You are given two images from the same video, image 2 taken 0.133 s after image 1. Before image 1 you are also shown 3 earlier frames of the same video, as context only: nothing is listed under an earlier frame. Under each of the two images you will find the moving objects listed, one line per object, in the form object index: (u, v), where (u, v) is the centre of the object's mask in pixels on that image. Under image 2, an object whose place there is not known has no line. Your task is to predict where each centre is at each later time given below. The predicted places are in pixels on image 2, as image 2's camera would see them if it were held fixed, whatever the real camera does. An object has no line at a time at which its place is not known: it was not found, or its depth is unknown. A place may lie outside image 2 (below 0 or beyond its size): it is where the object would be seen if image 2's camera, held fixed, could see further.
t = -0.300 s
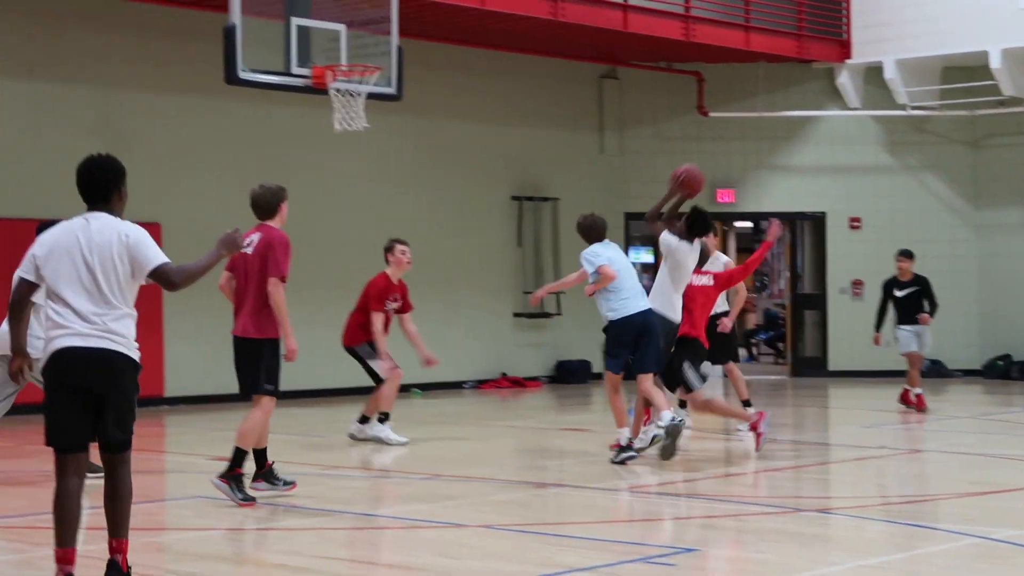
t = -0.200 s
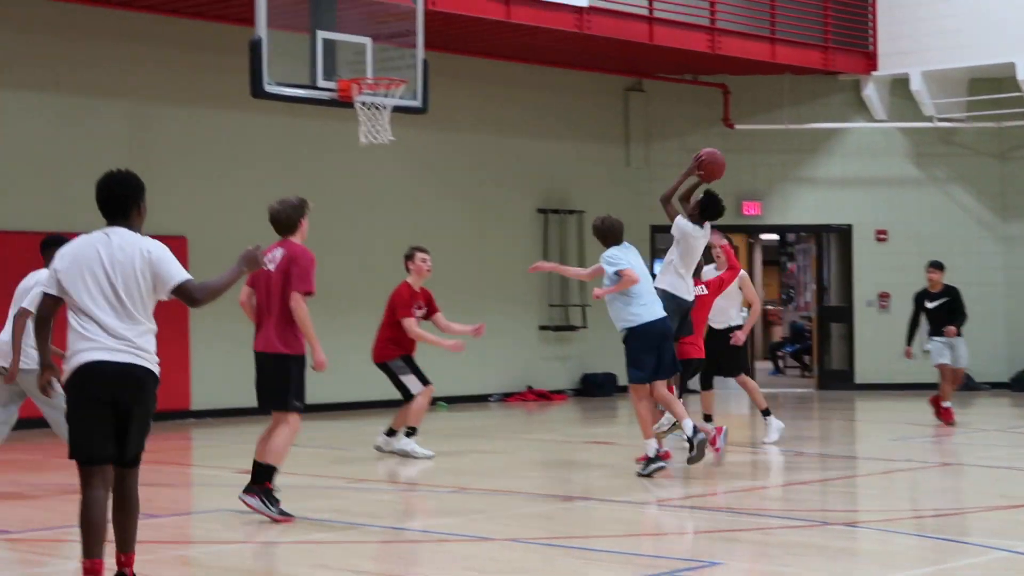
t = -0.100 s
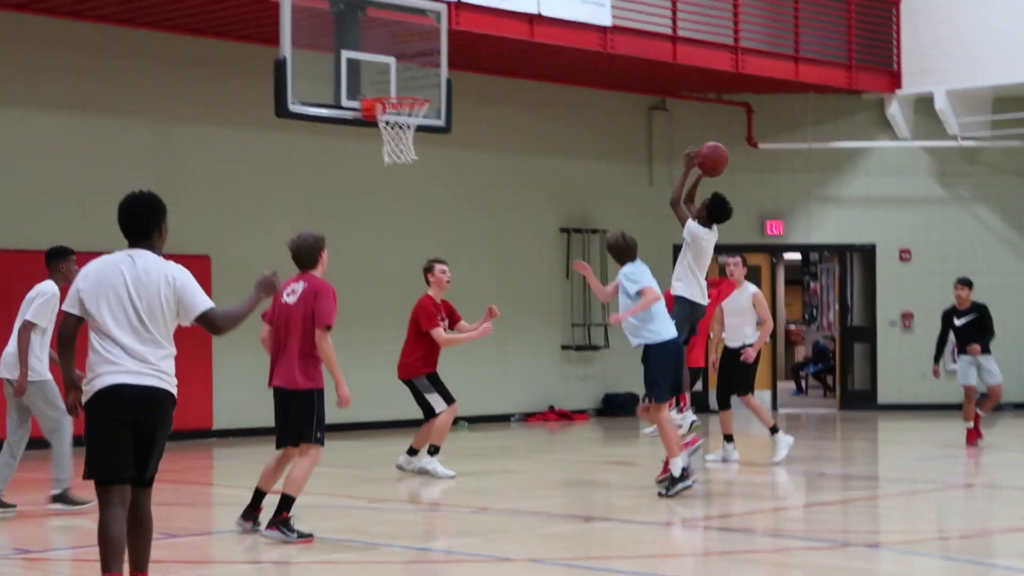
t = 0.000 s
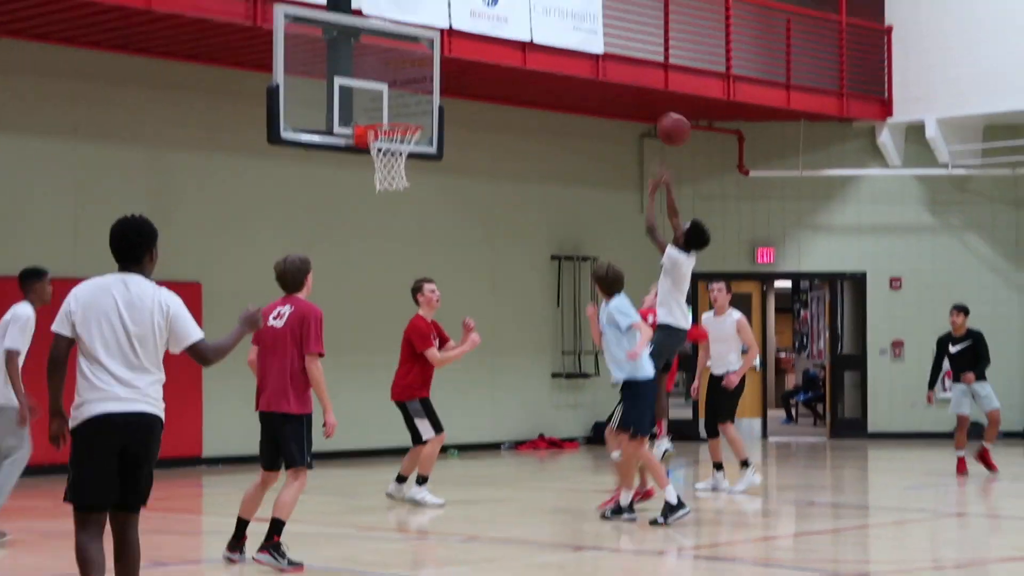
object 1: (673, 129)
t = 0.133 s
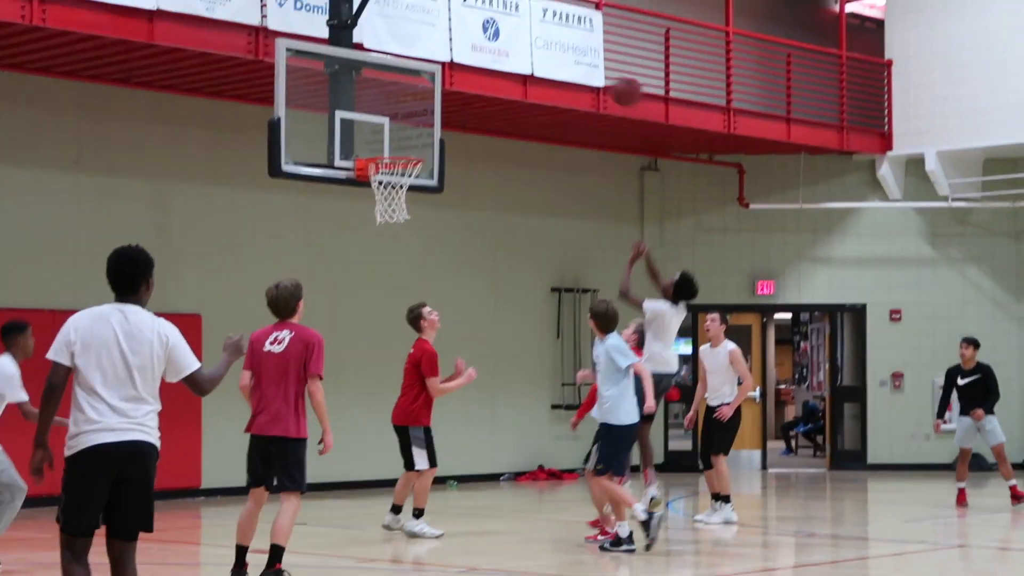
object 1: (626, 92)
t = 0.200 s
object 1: (604, 65)
